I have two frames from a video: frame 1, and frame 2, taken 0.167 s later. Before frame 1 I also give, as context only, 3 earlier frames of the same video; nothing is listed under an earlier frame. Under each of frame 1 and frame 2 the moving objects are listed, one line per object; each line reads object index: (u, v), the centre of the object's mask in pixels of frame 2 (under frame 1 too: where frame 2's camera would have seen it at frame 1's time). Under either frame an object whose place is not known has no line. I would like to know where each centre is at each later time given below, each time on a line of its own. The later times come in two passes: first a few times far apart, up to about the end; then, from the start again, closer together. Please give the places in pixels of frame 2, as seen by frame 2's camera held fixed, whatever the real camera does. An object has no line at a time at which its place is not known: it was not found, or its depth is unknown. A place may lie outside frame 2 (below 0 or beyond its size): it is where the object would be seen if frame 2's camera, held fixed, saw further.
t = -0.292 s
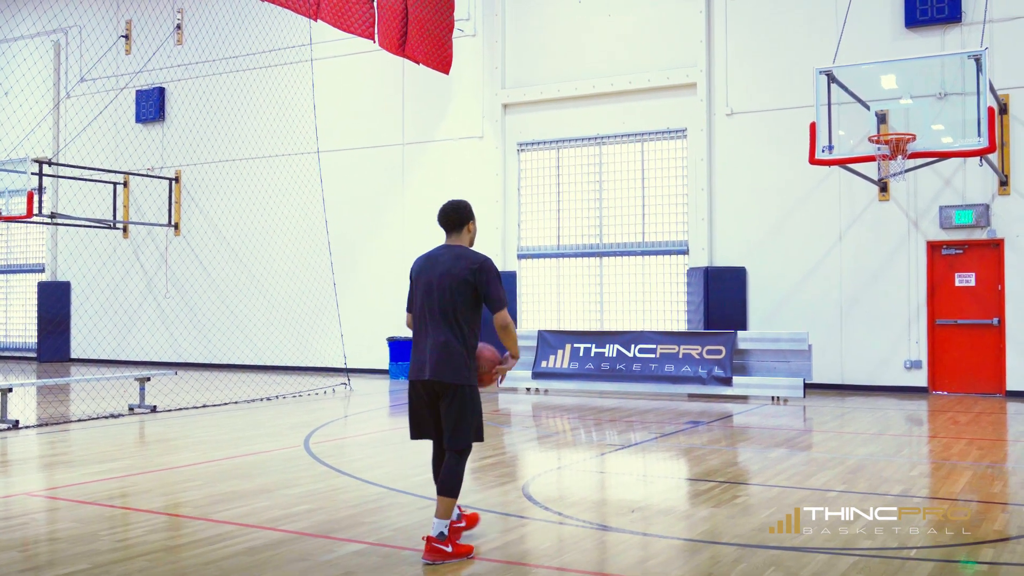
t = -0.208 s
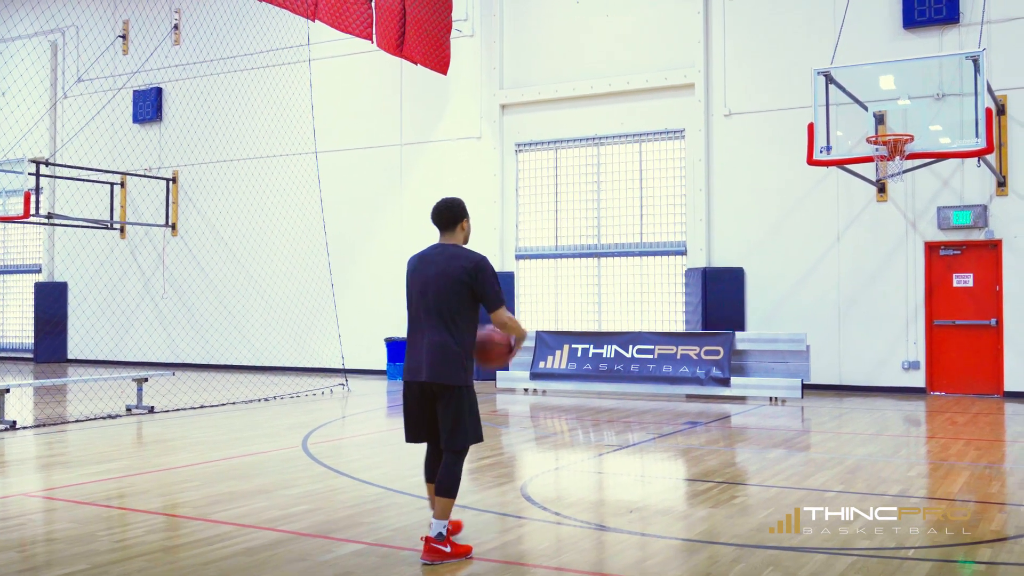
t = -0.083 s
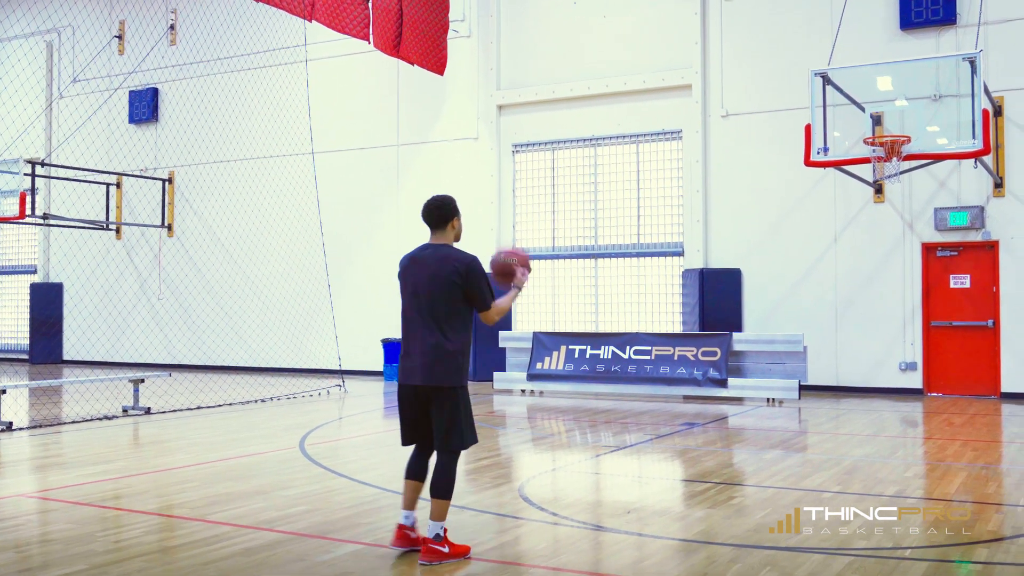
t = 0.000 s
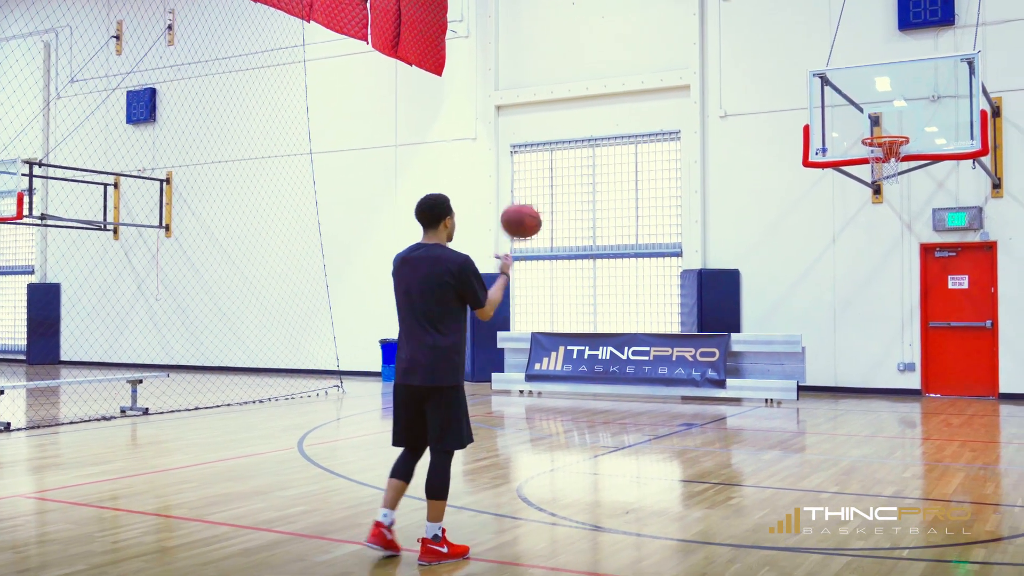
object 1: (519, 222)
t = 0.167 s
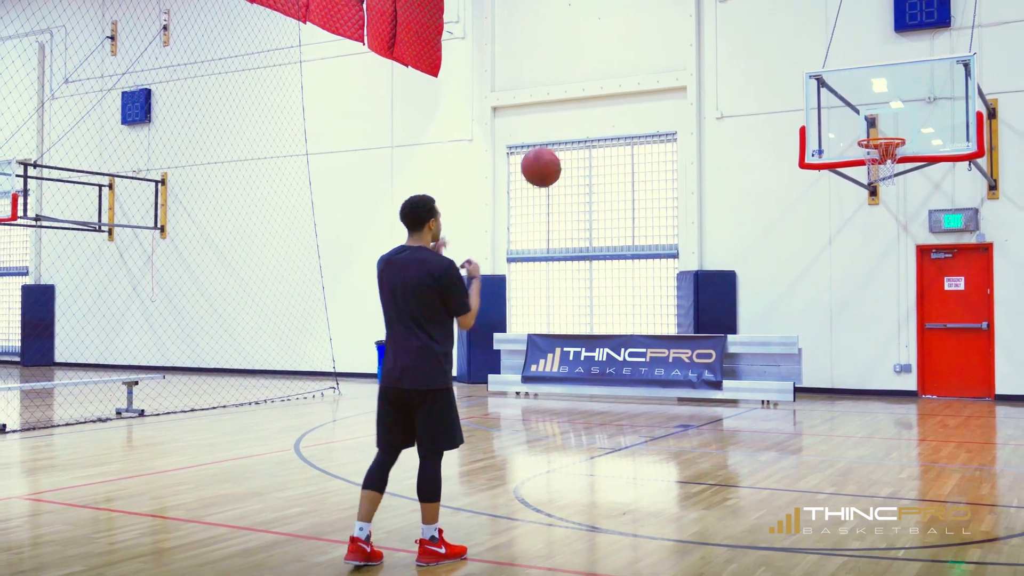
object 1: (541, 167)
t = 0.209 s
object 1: (547, 161)
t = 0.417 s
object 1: (573, 172)
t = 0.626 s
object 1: (597, 252)
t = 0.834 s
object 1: (619, 396)
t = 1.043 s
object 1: (623, 424)
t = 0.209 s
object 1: (547, 161)
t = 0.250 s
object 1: (552, 158)
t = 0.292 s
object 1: (557, 157)
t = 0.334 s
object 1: (562, 159)
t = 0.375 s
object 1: (568, 164)
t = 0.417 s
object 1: (573, 172)
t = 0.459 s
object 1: (578, 183)
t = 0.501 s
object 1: (583, 196)
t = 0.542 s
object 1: (587, 212)
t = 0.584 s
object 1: (592, 230)
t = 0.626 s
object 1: (597, 252)
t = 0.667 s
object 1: (601, 276)
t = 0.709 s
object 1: (605, 303)
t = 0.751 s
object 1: (610, 335)
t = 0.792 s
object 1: (614, 366)
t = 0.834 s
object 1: (619, 396)
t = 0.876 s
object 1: (623, 432)
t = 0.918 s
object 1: (628, 473)
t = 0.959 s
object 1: (629, 479)
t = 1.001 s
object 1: (626, 451)
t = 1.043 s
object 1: (623, 424)
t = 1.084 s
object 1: (620, 401)
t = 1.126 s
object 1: (615, 377)
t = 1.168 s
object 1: (616, 361)
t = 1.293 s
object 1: (604, 317)
